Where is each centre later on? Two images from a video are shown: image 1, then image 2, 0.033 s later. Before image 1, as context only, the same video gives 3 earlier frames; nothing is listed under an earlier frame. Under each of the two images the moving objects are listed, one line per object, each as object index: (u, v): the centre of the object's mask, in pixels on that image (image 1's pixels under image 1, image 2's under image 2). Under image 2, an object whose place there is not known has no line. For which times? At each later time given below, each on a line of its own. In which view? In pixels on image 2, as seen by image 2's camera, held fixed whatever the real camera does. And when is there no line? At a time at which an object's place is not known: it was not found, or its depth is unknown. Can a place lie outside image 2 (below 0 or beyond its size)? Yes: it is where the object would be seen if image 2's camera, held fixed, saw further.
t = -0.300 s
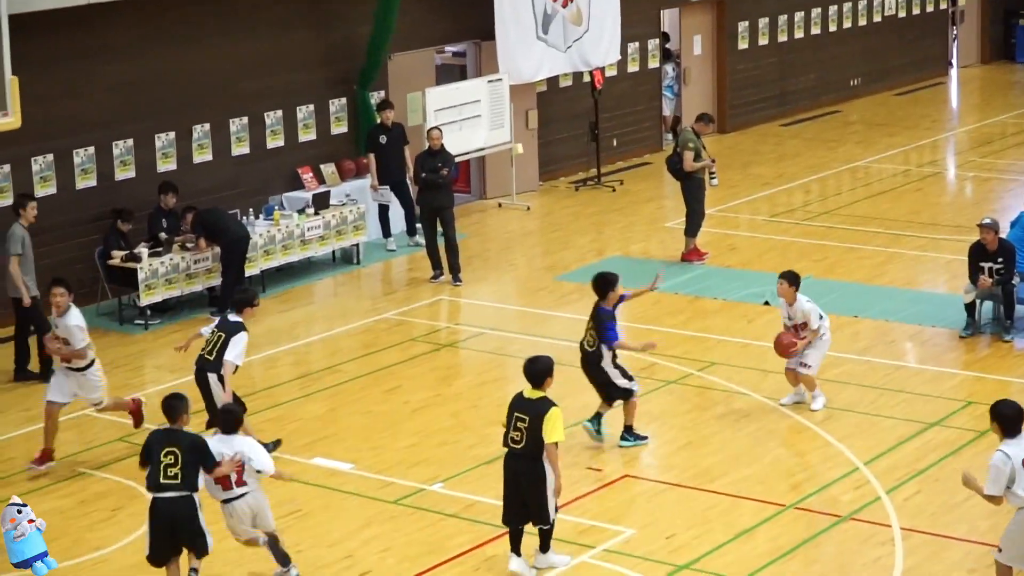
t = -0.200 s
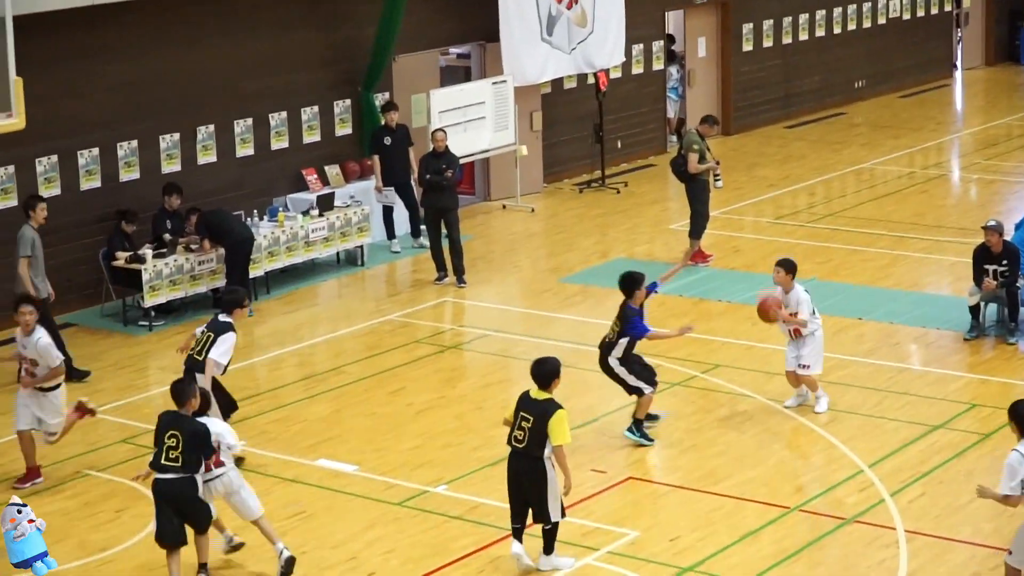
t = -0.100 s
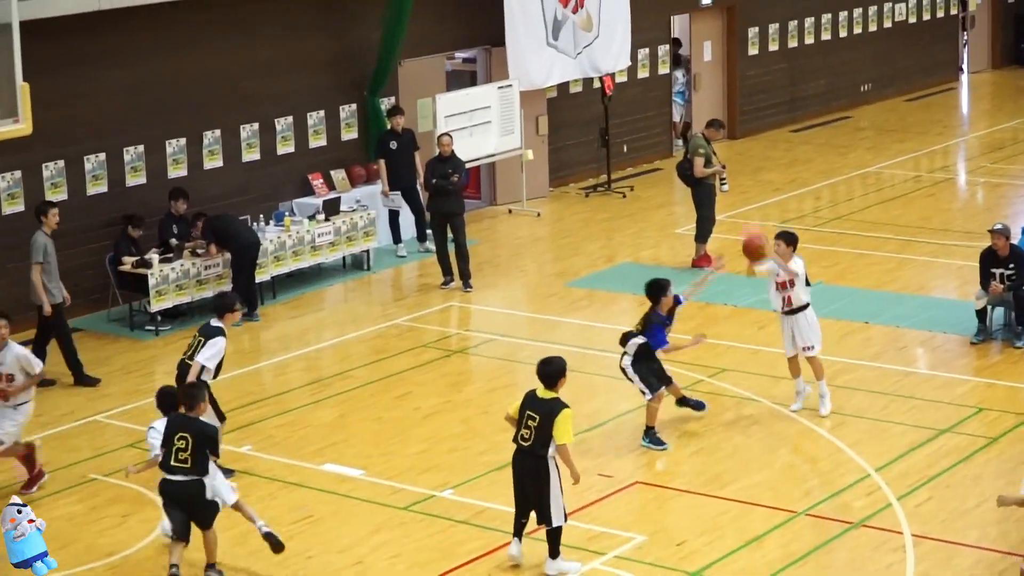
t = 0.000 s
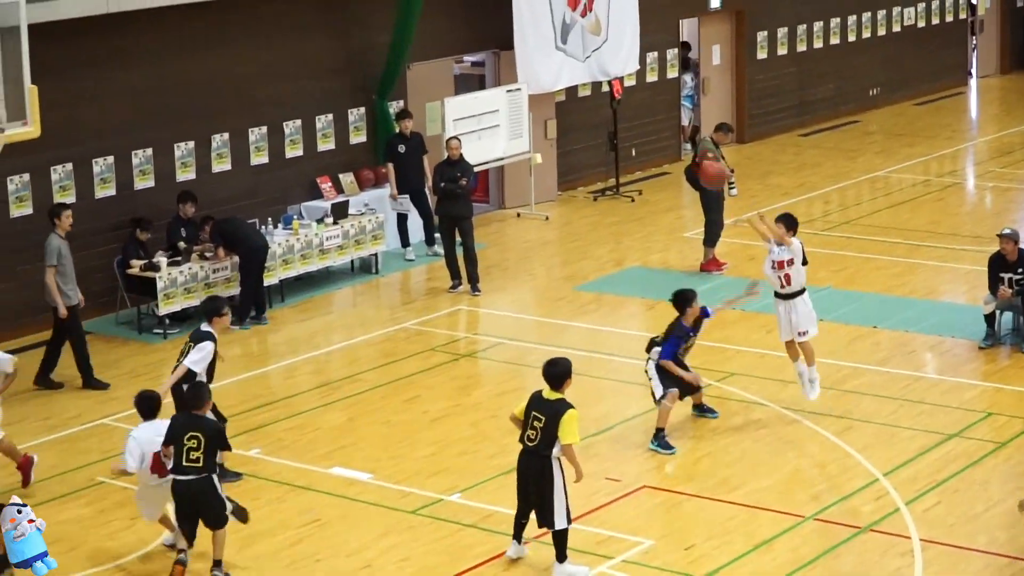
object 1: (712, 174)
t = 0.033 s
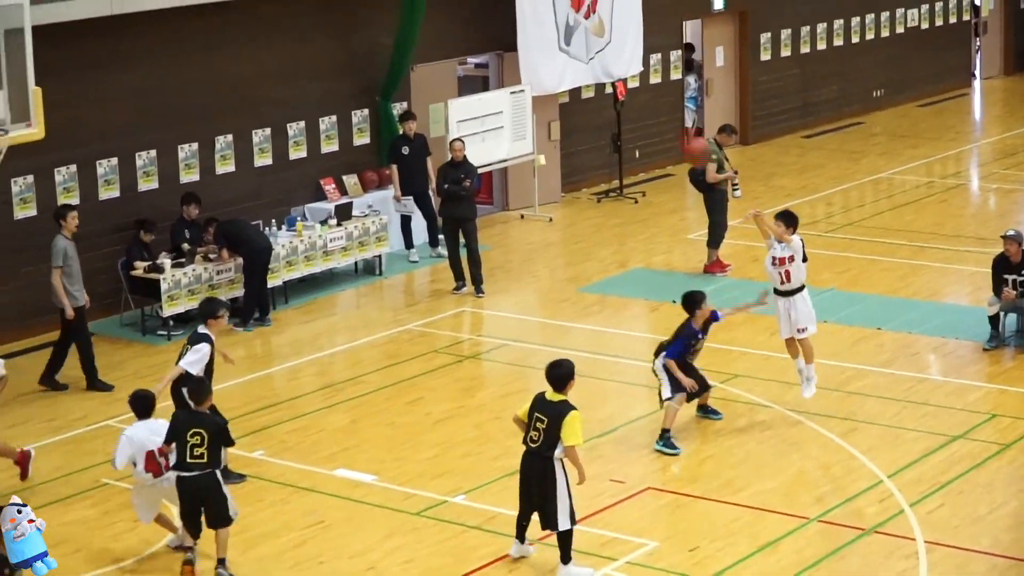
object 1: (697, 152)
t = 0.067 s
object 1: (680, 125)
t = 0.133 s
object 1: (642, 85)
